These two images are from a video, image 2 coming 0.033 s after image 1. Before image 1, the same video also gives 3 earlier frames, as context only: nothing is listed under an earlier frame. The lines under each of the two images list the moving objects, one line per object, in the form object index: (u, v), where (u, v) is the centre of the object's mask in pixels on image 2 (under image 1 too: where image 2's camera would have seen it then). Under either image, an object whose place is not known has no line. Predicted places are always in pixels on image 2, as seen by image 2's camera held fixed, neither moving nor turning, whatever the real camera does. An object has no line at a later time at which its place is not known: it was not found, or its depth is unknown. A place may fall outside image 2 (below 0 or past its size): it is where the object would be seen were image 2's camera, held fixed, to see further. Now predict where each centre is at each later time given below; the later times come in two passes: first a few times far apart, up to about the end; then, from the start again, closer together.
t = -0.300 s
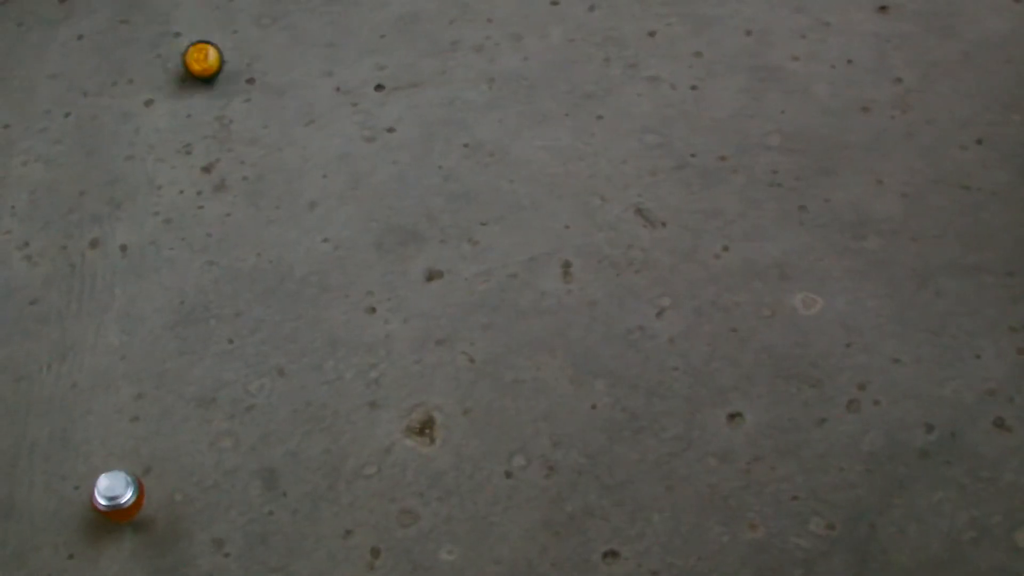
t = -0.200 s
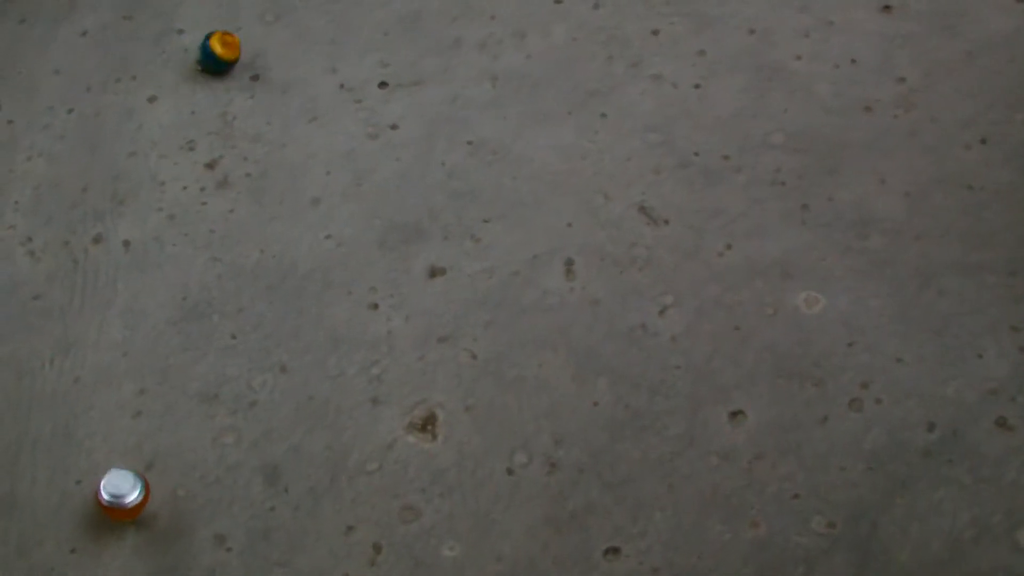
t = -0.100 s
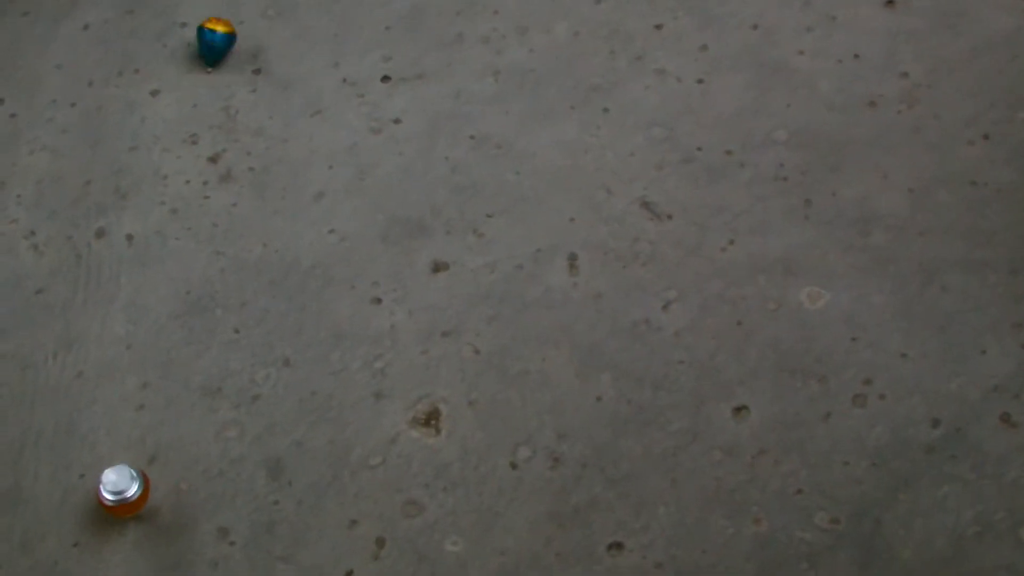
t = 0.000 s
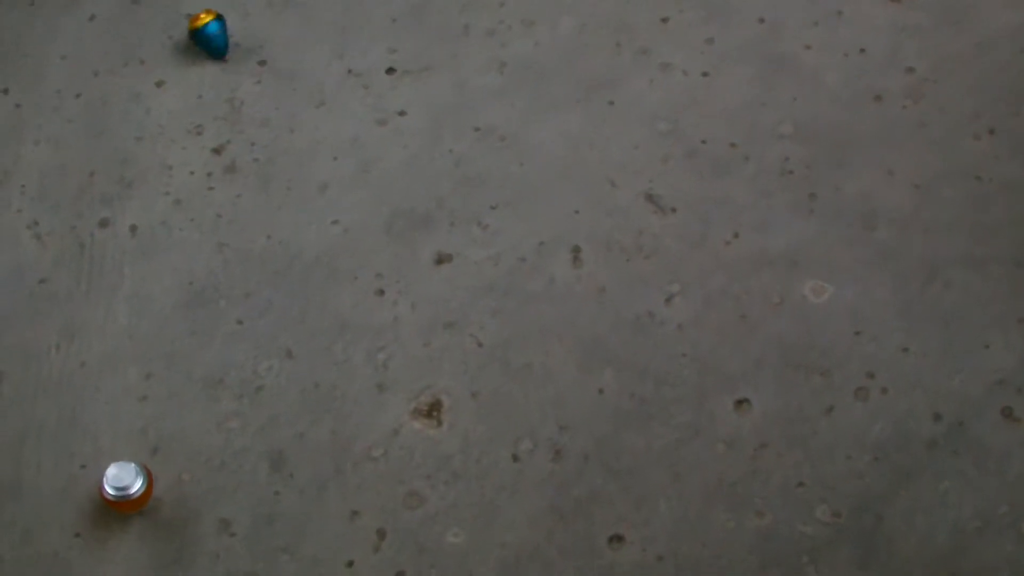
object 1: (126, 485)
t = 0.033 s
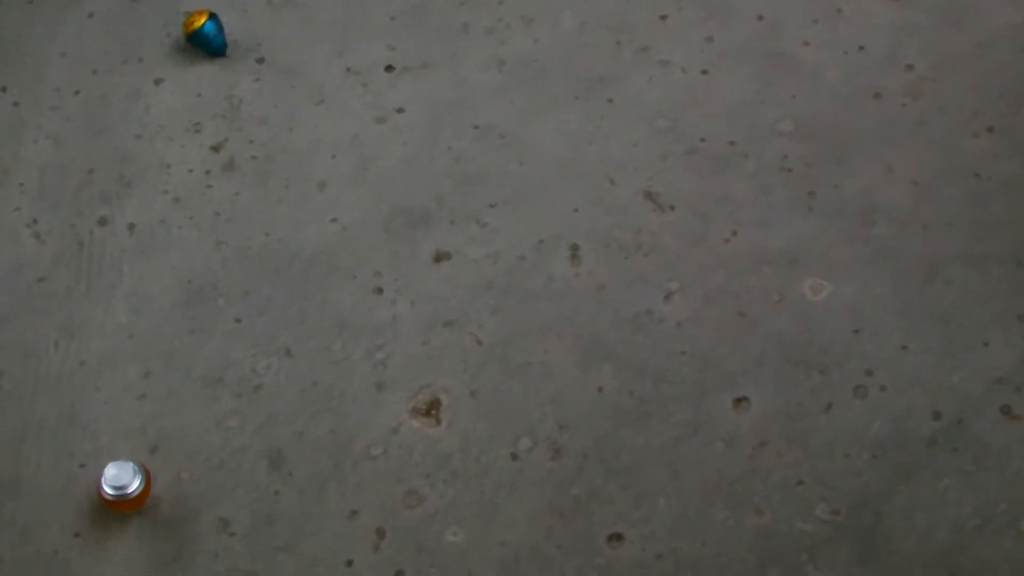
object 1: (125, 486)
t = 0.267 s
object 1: (128, 485)
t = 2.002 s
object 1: (143, 496)
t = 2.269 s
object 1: (145, 500)
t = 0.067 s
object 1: (124, 486)
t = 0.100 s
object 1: (126, 488)
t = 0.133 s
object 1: (129, 489)
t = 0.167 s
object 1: (132, 489)
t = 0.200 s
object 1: (131, 486)
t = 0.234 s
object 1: (131, 485)
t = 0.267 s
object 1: (128, 485)
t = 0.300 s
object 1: (125, 486)
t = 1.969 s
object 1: (140, 495)
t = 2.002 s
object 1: (143, 496)
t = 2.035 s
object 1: (147, 495)
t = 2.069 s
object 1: (147, 492)
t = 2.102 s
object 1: (146, 491)
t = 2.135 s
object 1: (143, 491)
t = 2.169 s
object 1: (141, 495)
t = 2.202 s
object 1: (141, 496)
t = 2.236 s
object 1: (143, 498)
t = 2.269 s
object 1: (145, 500)
